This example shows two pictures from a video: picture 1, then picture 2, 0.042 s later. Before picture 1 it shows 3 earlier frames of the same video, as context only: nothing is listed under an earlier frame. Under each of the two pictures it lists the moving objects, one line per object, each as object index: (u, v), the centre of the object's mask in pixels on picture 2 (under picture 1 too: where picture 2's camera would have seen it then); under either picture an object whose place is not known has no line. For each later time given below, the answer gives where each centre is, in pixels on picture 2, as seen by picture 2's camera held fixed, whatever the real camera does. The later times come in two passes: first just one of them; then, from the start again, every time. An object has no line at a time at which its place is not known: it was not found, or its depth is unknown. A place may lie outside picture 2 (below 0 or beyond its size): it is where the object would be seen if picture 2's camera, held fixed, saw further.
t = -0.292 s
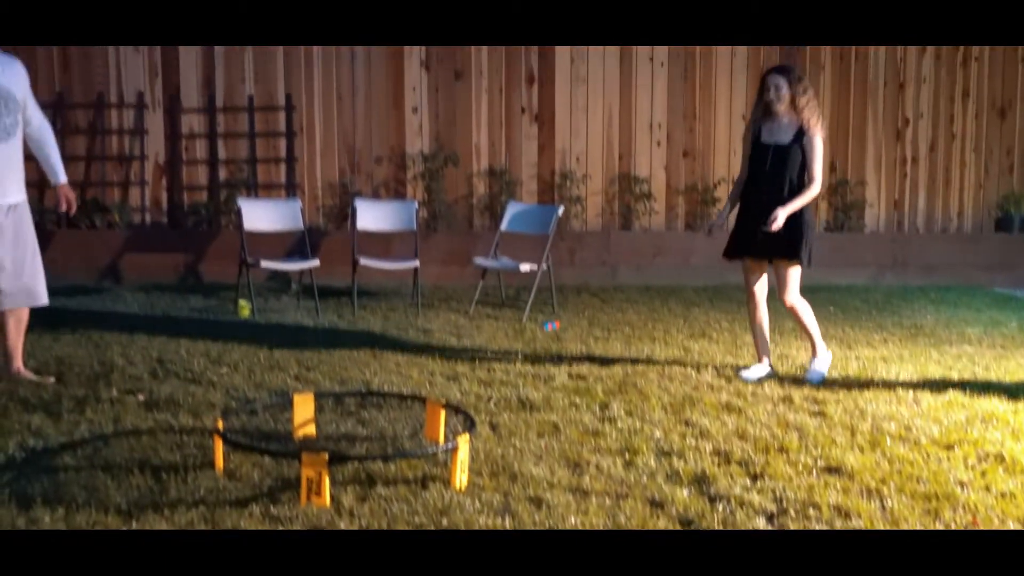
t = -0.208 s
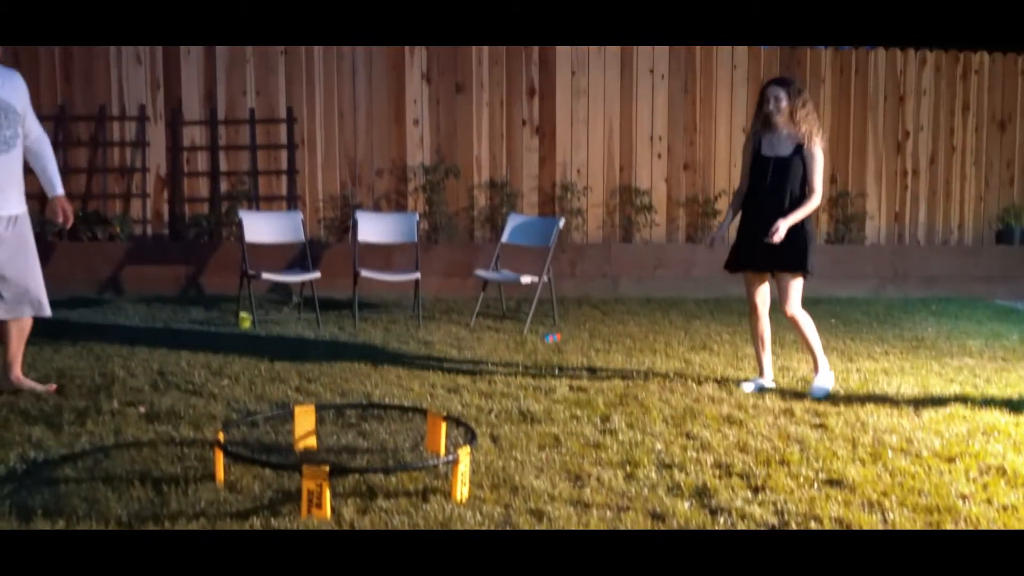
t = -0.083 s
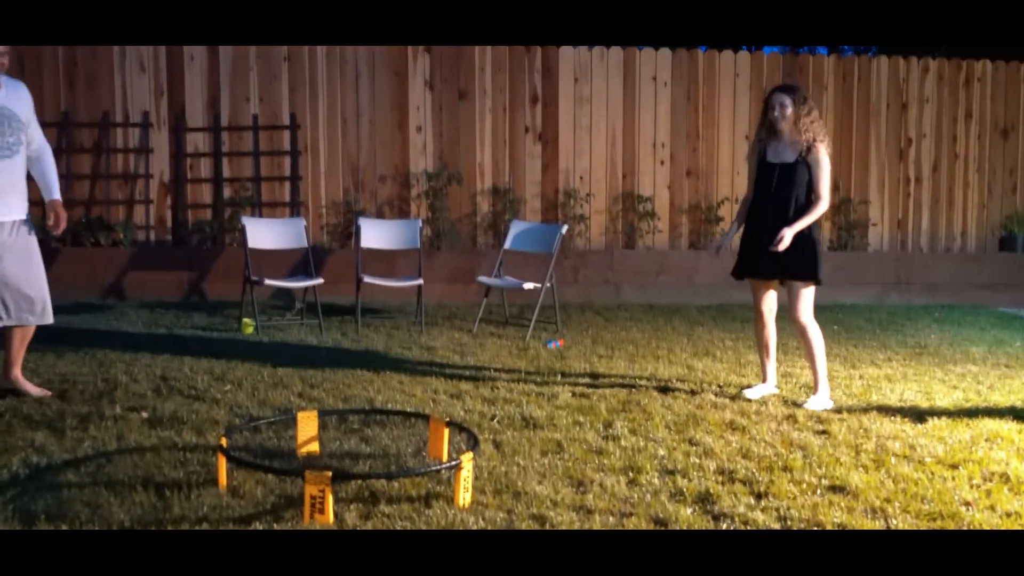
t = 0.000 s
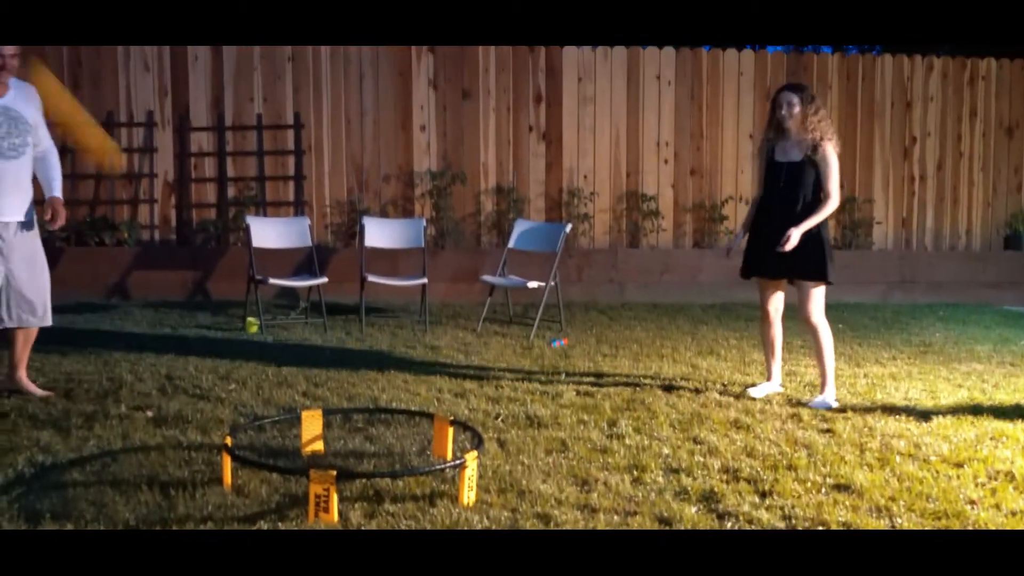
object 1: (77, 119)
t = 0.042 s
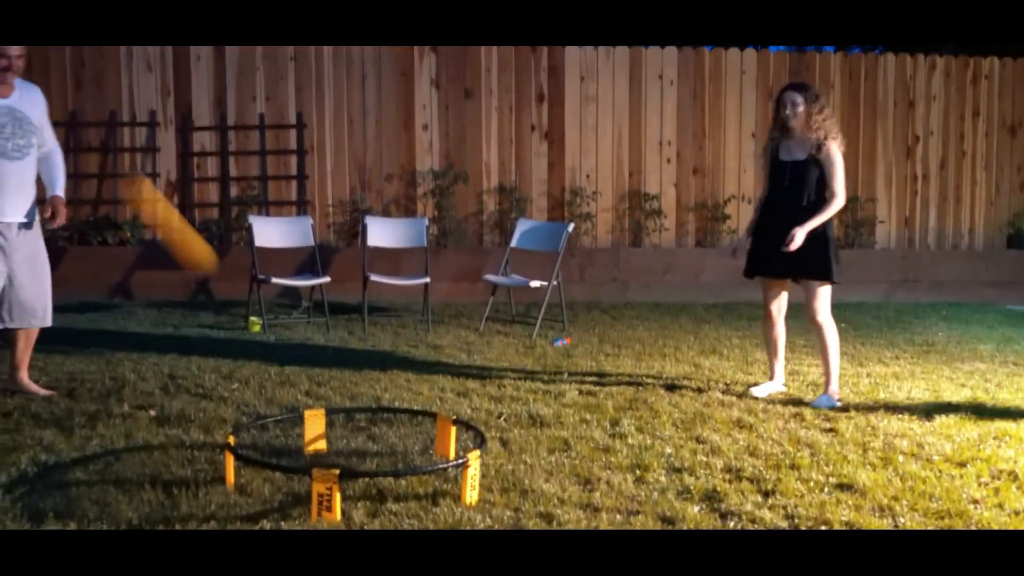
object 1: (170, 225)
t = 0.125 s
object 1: (320, 406)
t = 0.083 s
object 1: (249, 318)
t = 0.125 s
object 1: (320, 406)
